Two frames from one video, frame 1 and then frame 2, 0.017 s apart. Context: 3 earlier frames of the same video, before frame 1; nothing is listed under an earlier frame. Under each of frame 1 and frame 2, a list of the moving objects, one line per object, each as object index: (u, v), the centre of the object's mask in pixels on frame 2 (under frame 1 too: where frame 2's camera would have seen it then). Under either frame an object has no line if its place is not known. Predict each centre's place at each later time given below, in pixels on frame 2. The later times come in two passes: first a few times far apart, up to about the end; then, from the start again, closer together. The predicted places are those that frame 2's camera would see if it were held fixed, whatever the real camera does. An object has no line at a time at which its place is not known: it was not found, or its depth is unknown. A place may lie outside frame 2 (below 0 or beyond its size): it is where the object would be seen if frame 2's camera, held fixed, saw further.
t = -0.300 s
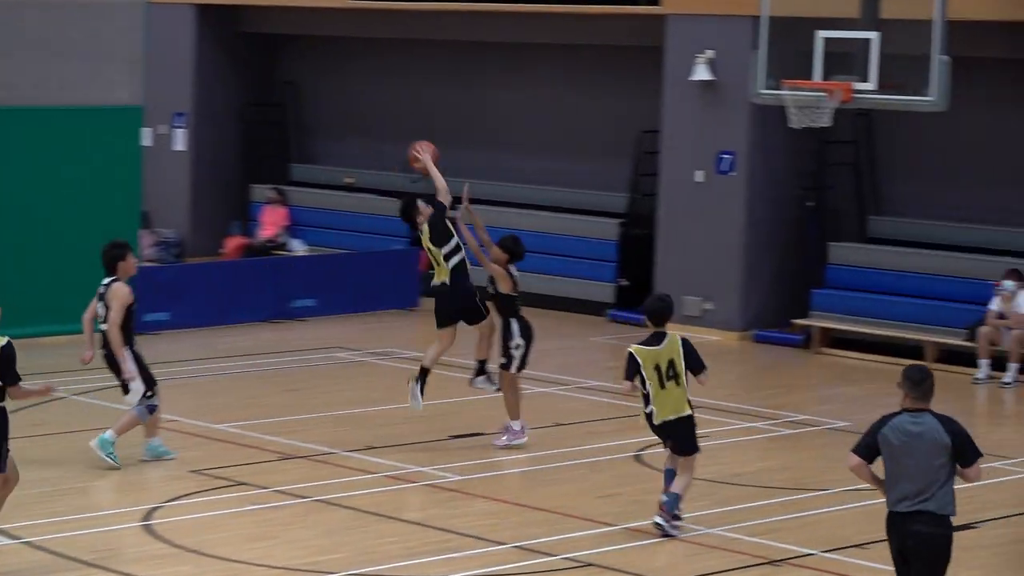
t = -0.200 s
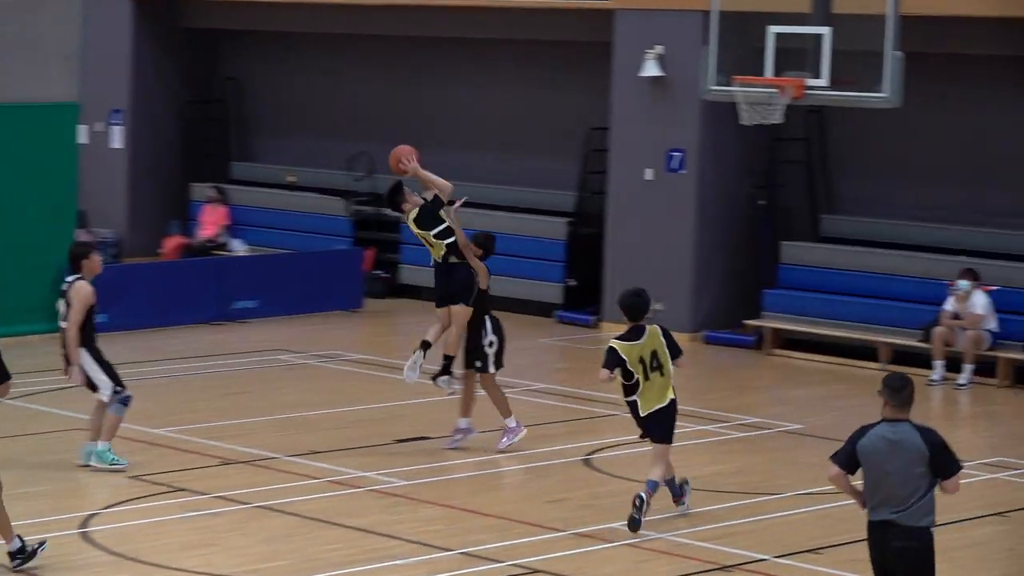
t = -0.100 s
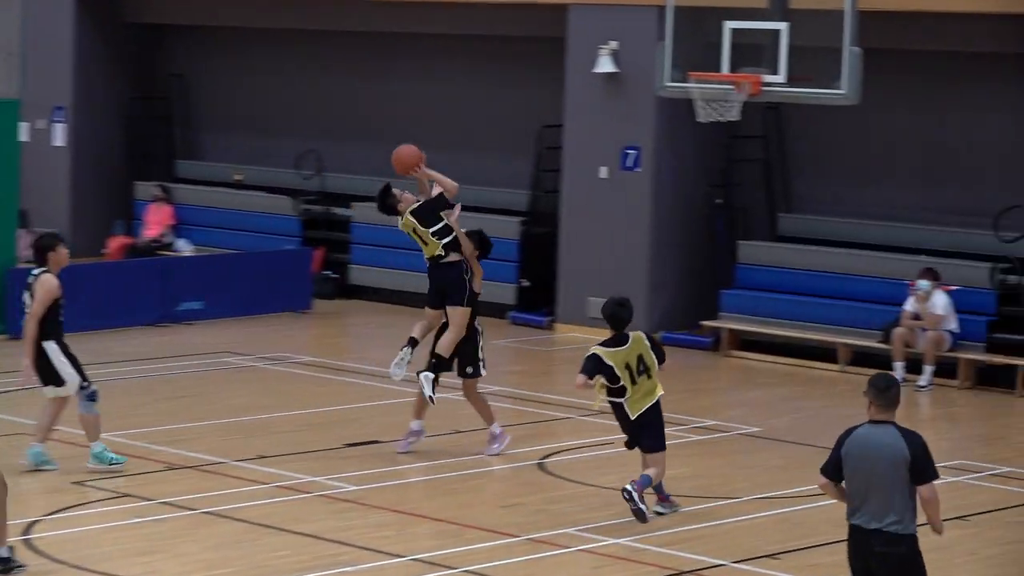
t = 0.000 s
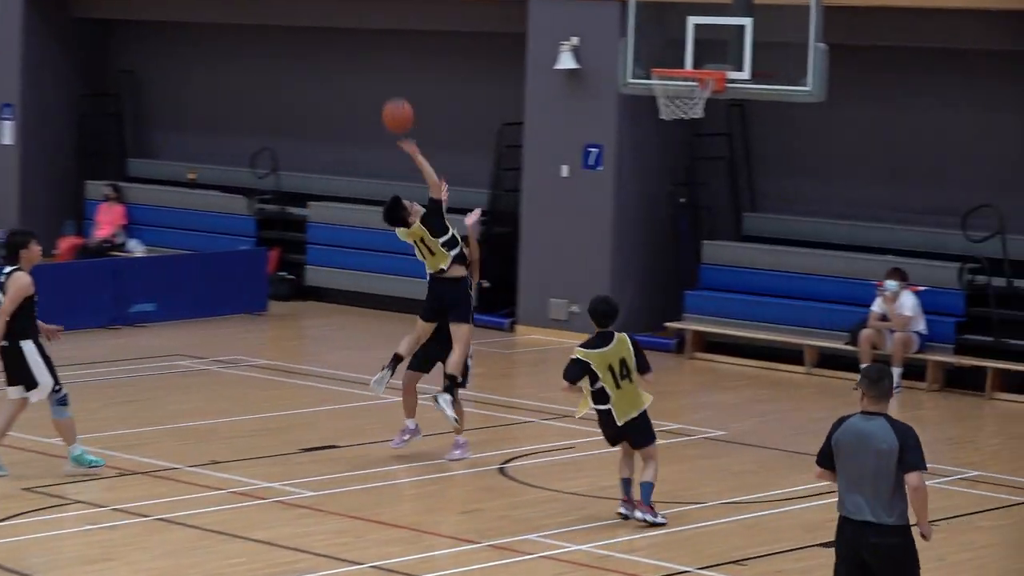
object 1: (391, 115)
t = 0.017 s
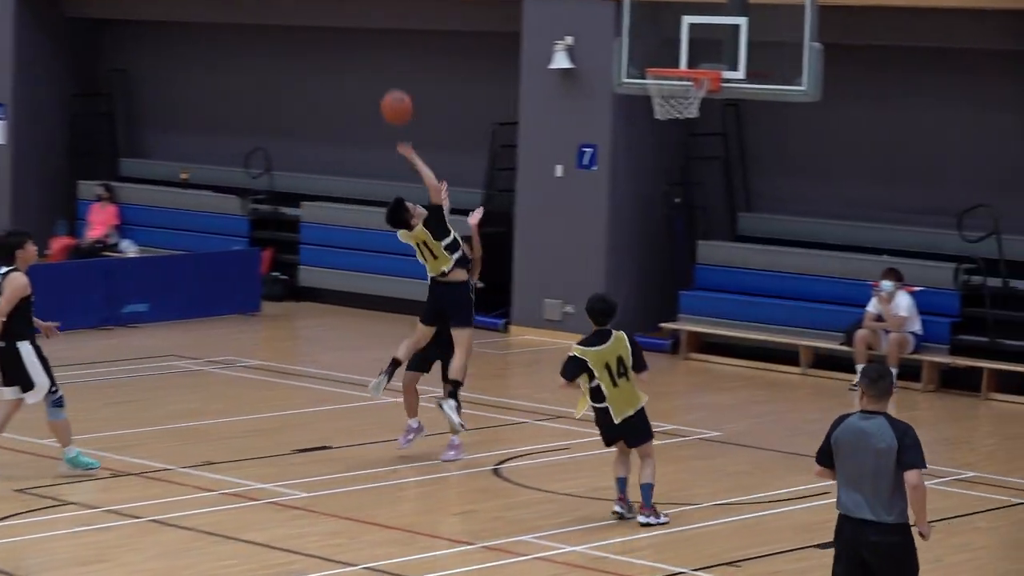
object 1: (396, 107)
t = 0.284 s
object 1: (475, 25)
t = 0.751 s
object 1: (603, 107)
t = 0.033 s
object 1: (402, 99)
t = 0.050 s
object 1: (407, 92)
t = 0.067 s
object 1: (412, 85)
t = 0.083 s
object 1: (417, 78)
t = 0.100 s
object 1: (422, 72)
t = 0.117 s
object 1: (426, 66)
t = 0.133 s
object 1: (431, 61)
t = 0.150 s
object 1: (437, 55)
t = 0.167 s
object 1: (441, 50)
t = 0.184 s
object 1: (446, 46)
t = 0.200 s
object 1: (451, 41)
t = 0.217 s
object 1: (456, 37)
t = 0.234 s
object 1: (460, 34)
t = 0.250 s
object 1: (465, 30)
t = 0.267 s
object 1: (470, 27)
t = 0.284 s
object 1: (475, 25)
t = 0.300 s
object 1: (479, 23)
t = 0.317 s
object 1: (484, 22)
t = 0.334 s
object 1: (489, 21)
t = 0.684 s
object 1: (586, 77)
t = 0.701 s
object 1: (590, 84)
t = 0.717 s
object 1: (595, 92)
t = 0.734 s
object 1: (599, 99)
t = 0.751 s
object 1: (603, 107)
